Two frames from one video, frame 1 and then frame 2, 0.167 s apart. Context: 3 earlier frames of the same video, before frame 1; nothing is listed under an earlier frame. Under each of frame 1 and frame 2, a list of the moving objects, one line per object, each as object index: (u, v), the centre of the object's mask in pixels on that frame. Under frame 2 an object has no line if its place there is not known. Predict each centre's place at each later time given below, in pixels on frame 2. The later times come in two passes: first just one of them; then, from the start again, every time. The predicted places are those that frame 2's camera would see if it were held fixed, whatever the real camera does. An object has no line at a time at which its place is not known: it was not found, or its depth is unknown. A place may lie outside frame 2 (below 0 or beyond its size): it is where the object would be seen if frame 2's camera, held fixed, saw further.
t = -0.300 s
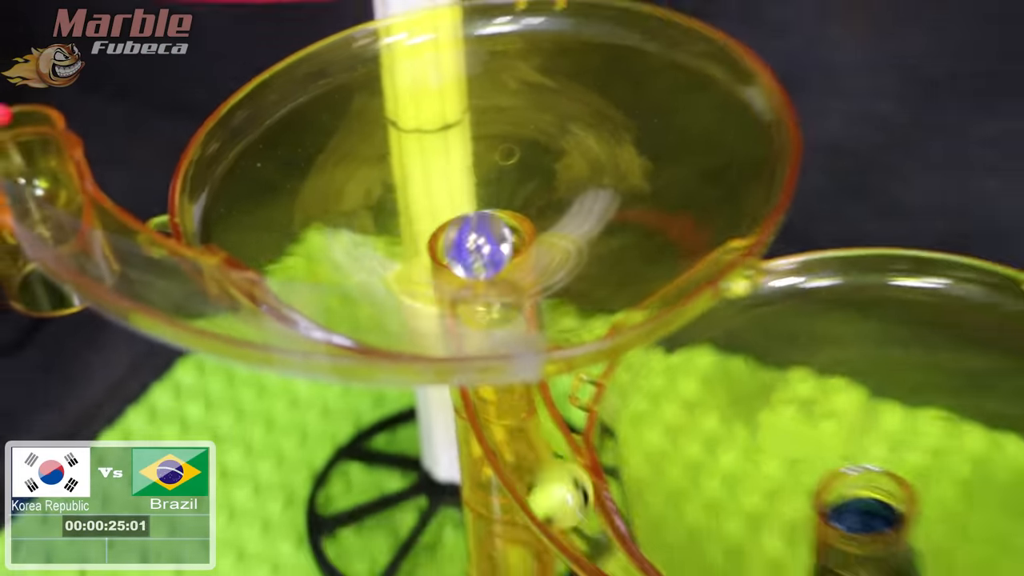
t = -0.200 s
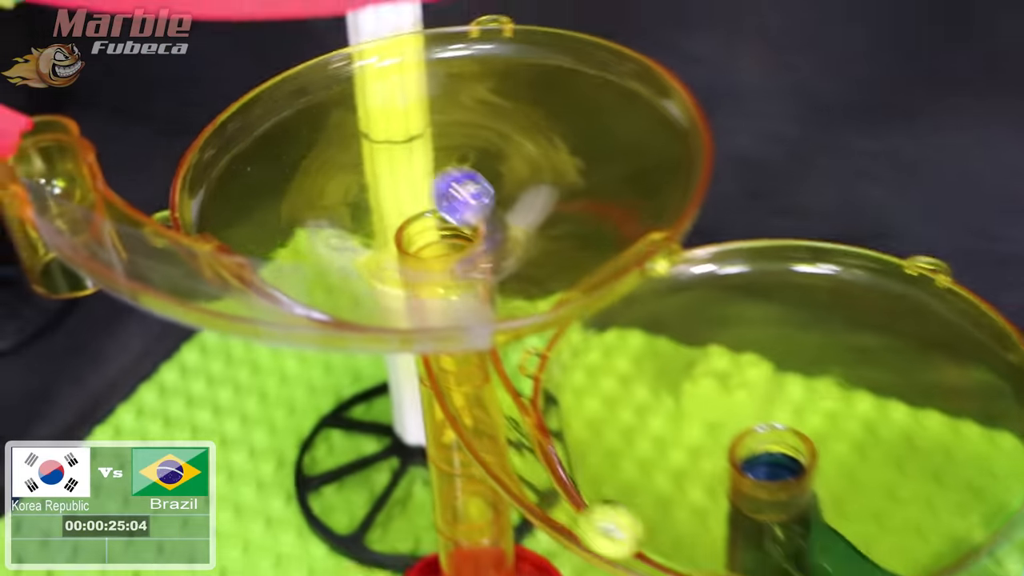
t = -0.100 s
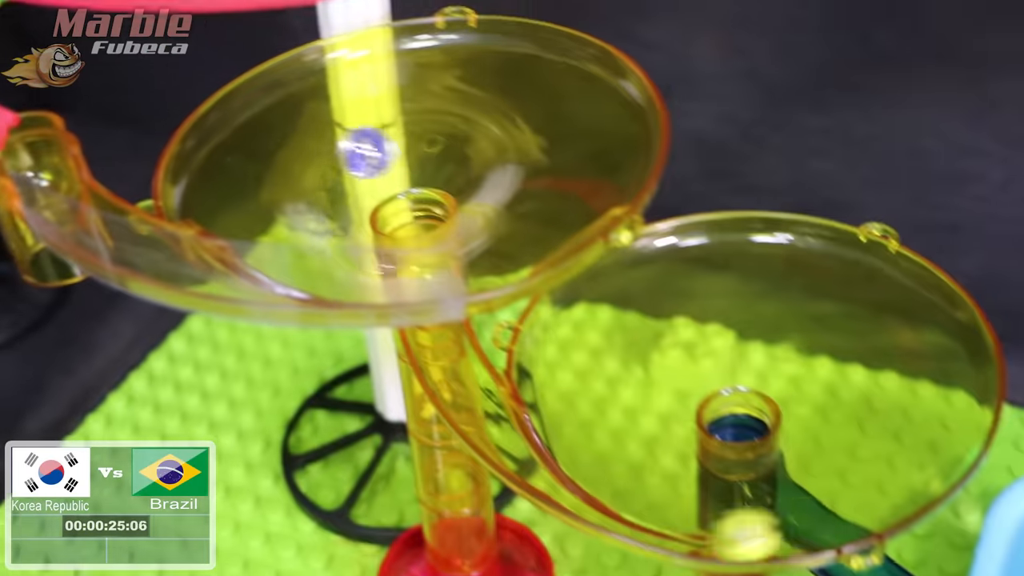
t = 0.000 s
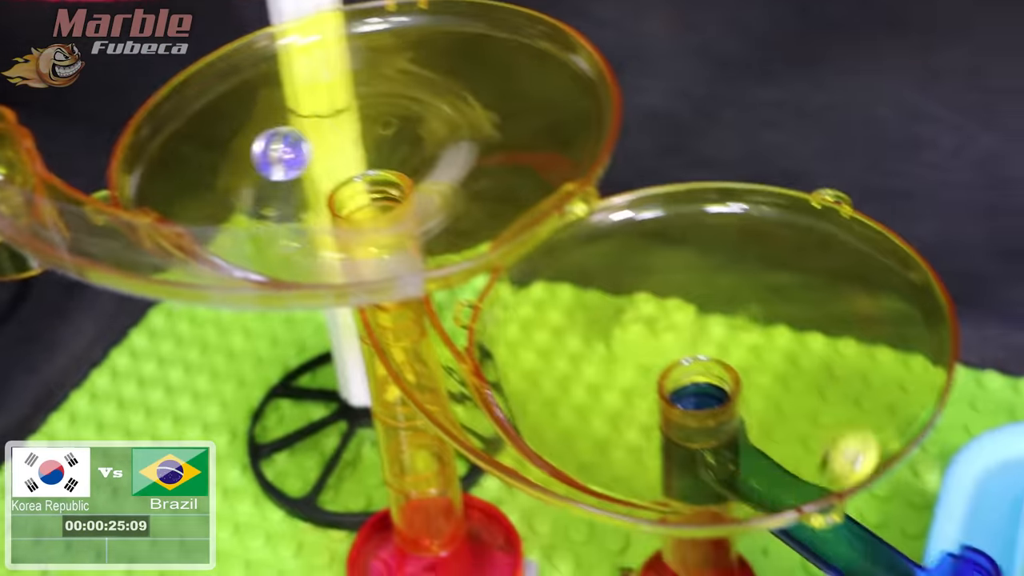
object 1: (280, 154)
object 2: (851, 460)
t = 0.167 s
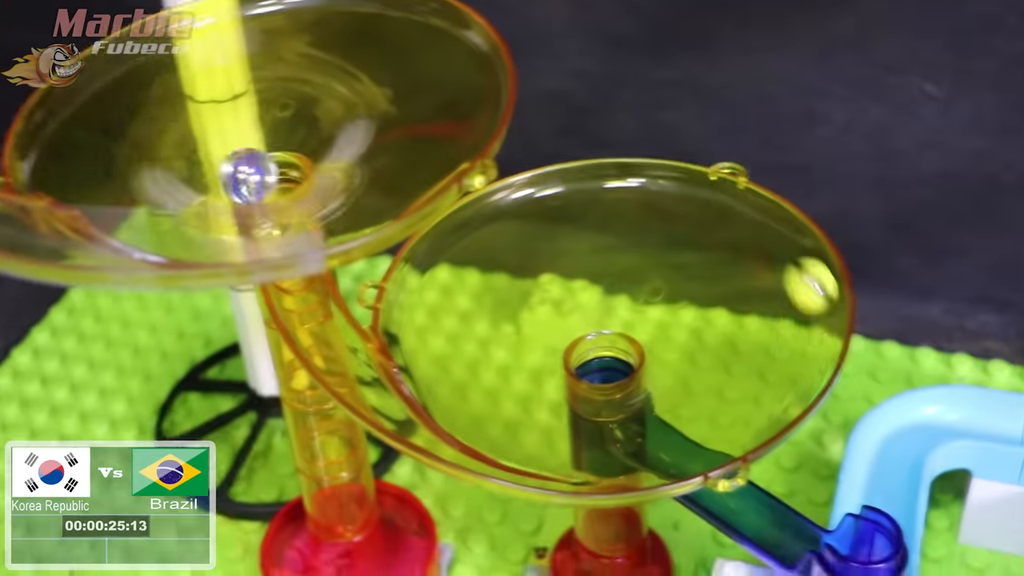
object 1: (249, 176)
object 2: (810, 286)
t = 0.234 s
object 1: (297, 154)
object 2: (789, 235)
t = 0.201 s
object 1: (278, 169)
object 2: (803, 260)
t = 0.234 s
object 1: (297, 154)
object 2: (789, 235)
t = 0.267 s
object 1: (306, 138)
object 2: (767, 216)
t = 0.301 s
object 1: (304, 125)
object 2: (741, 201)
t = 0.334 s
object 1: (291, 119)
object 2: (709, 191)
